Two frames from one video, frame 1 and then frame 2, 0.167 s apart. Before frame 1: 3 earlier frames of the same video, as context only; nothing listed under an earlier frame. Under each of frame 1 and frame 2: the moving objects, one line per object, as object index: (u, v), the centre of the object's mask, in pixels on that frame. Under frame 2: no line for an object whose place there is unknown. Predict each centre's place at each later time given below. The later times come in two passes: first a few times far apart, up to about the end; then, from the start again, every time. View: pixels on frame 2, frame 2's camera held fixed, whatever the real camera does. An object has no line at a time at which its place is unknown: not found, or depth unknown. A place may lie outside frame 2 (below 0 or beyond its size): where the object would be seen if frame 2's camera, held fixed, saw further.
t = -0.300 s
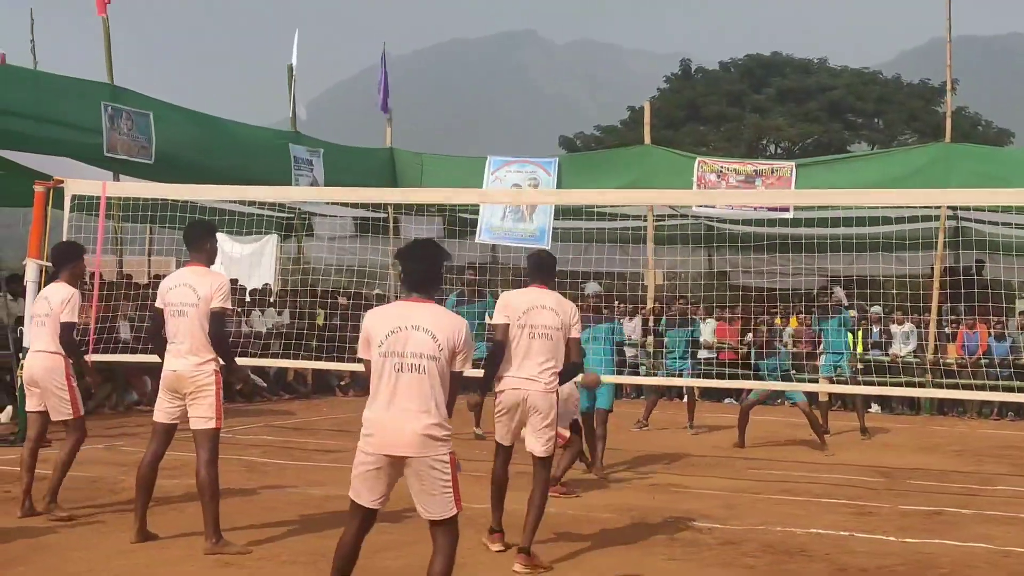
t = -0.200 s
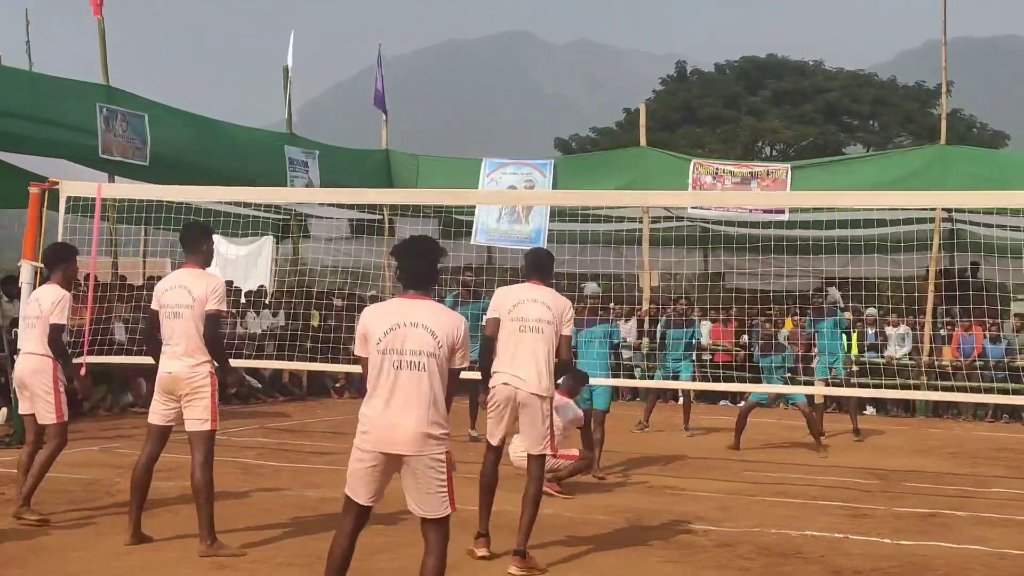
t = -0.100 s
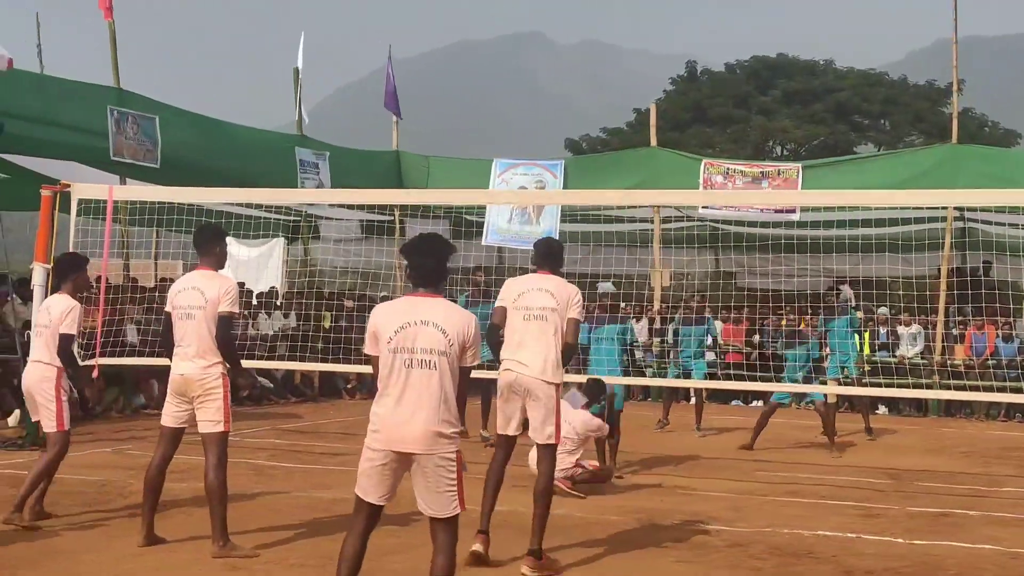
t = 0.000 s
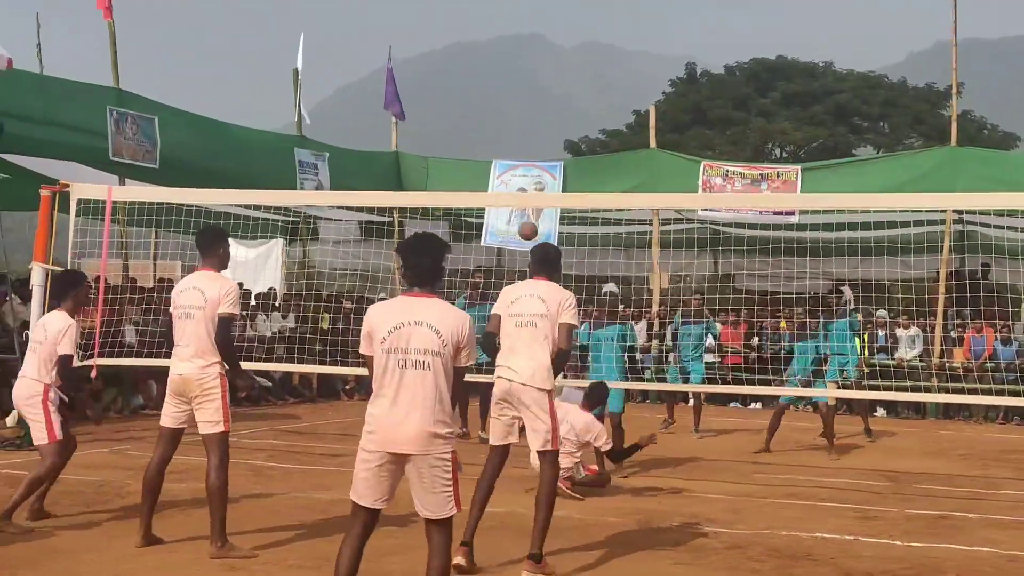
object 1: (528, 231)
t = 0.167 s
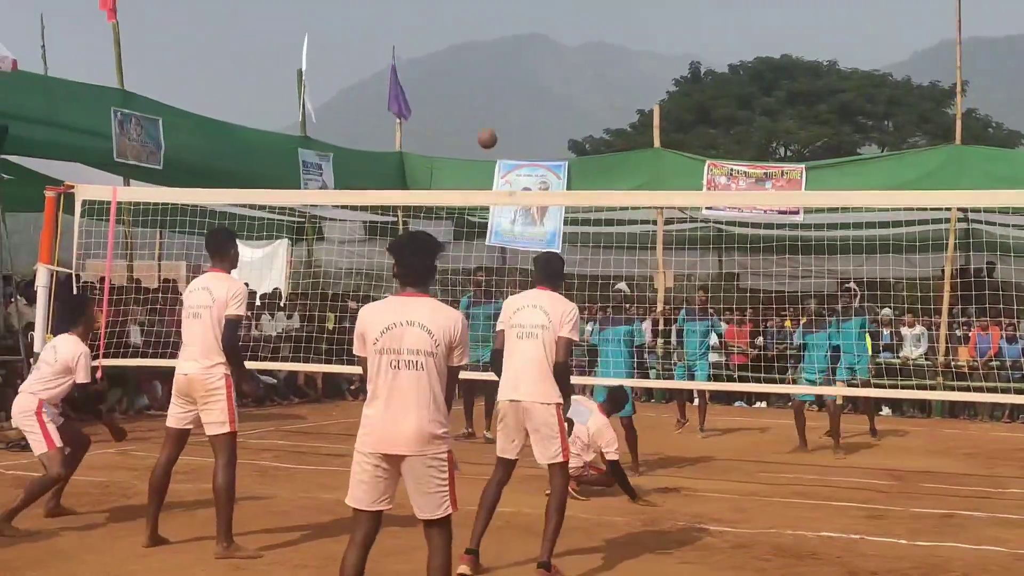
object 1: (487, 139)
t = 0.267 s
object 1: (460, 100)
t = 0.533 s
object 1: (385, 54)
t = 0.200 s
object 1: (478, 125)
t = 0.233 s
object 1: (469, 112)
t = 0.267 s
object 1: (460, 100)
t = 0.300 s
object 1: (451, 90)
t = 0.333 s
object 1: (441, 82)
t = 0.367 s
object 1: (432, 74)
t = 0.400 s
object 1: (423, 68)
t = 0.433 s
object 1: (413, 61)
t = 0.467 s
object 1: (404, 57)
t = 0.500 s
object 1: (394, 55)
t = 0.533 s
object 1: (385, 54)
